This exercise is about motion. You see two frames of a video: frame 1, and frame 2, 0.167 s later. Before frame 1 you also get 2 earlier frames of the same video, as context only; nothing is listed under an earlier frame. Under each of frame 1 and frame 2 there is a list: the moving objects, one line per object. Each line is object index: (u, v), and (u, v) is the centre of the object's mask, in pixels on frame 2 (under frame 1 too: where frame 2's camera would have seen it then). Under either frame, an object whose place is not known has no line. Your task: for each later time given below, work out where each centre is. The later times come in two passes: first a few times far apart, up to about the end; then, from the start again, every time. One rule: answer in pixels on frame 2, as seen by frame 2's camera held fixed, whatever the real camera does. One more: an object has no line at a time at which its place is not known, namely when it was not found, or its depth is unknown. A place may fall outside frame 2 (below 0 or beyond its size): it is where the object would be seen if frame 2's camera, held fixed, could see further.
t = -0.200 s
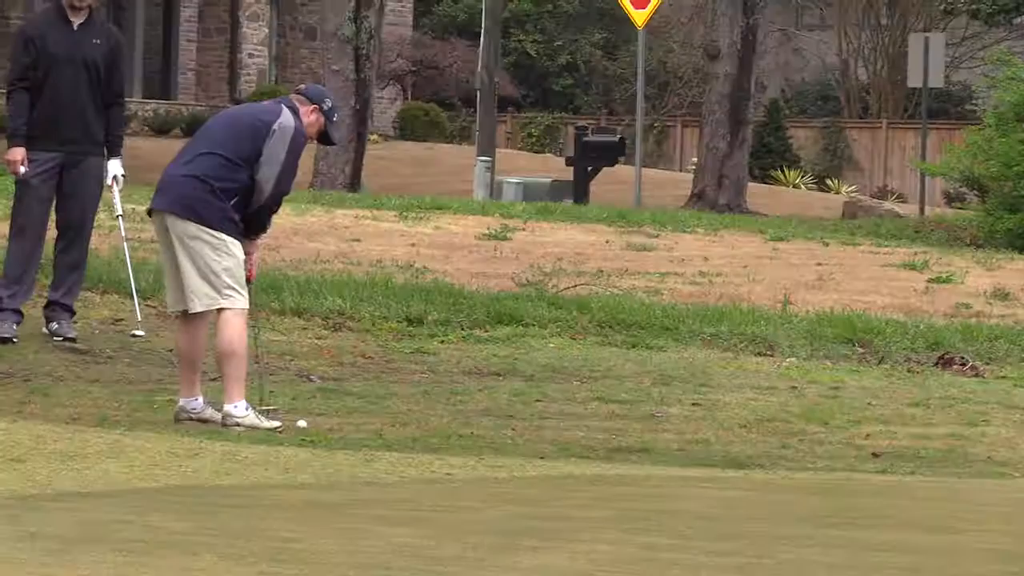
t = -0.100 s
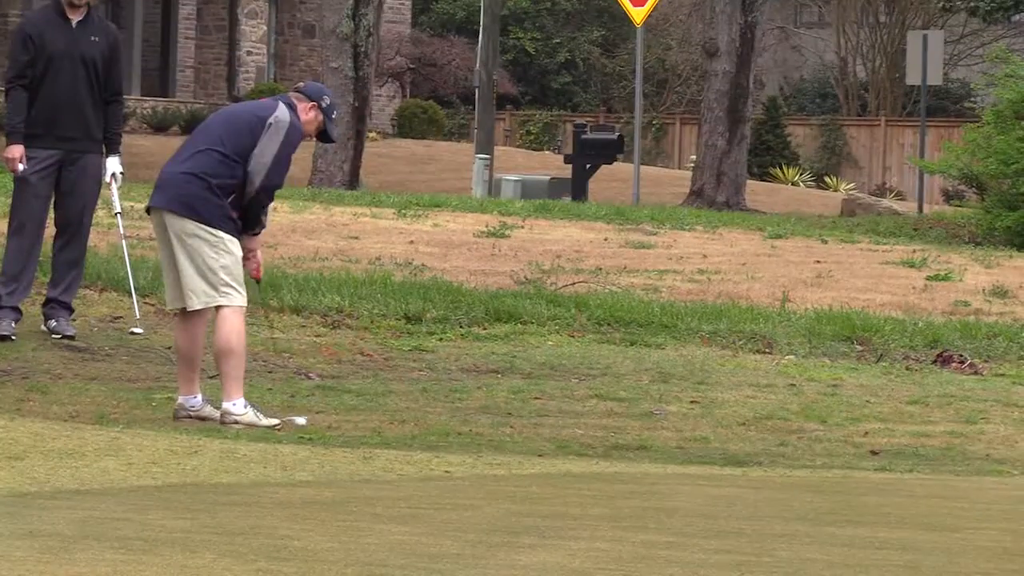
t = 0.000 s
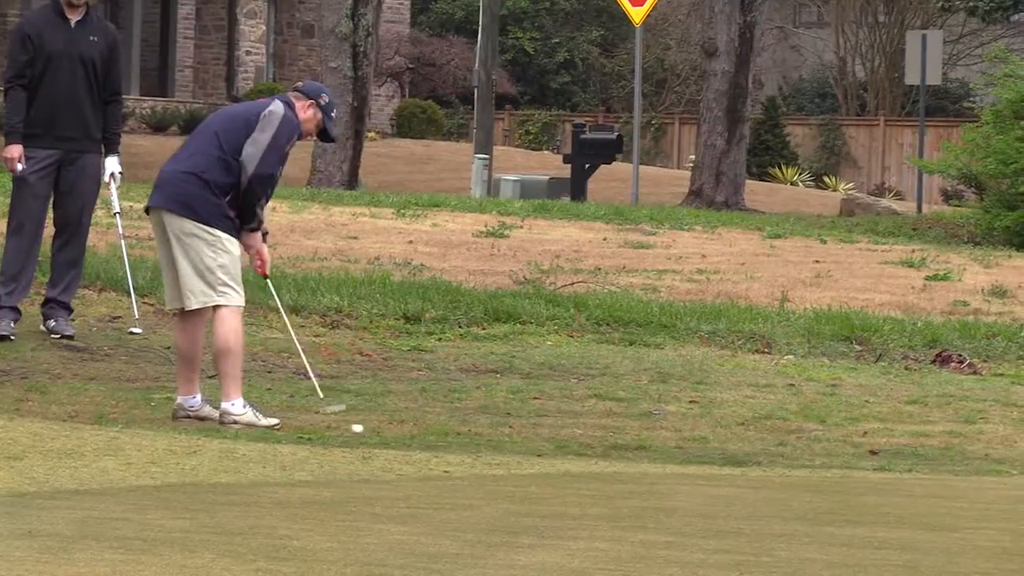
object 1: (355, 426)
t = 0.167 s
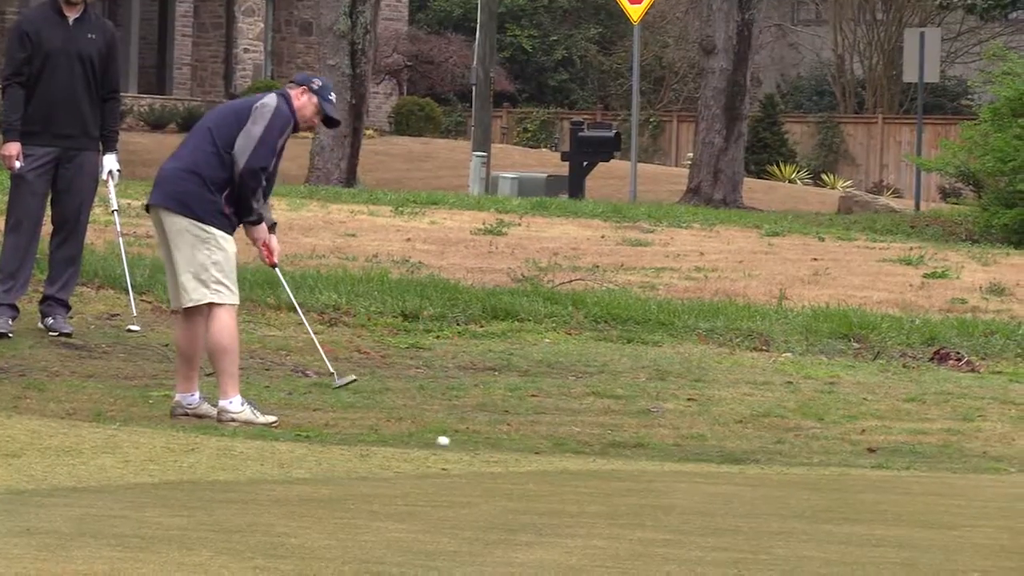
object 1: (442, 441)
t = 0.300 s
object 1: (505, 441)
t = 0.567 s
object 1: (617, 458)
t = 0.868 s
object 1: (737, 459)
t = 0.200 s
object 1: (460, 447)
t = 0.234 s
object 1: (476, 445)
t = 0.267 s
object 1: (490, 442)
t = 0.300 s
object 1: (505, 441)
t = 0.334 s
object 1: (520, 441)
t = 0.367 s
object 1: (535, 446)
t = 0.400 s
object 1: (549, 452)
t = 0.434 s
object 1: (563, 452)
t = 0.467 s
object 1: (576, 452)
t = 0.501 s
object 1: (590, 454)
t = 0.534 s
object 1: (602, 457)
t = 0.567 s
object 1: (617, 458)
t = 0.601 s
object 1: (630, 456)
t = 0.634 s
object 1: (644, 455)
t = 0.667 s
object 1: (657, 457)
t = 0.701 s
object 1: (671, 461)
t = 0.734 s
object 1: (684, 459)
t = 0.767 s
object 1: (697, 457)
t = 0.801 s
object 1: (710, 458)
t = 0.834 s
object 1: (724, 460)
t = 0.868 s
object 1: (737, 459)
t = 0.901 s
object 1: (750, 459)
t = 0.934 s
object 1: (763, 459)
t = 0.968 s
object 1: (775, 458)
